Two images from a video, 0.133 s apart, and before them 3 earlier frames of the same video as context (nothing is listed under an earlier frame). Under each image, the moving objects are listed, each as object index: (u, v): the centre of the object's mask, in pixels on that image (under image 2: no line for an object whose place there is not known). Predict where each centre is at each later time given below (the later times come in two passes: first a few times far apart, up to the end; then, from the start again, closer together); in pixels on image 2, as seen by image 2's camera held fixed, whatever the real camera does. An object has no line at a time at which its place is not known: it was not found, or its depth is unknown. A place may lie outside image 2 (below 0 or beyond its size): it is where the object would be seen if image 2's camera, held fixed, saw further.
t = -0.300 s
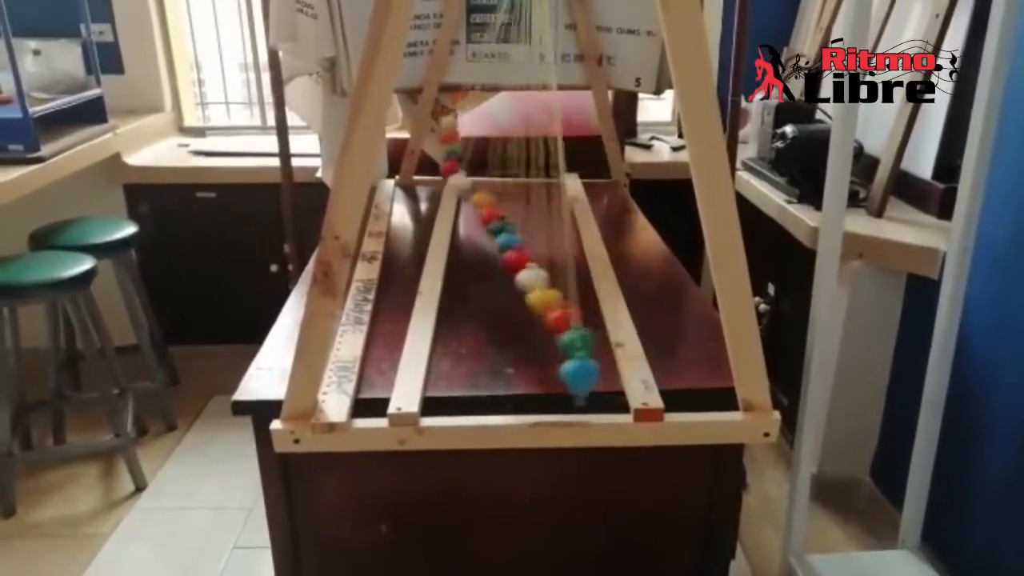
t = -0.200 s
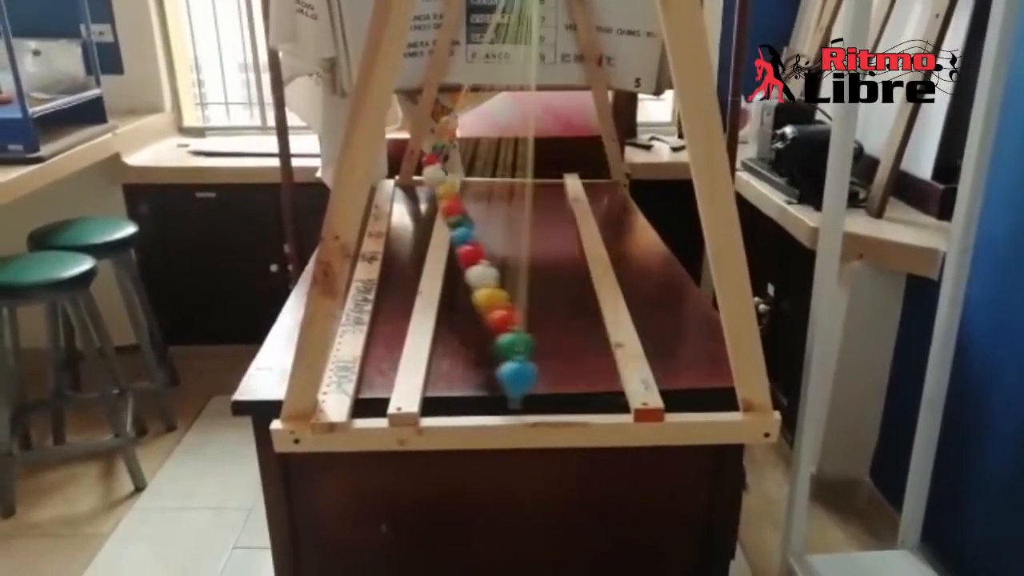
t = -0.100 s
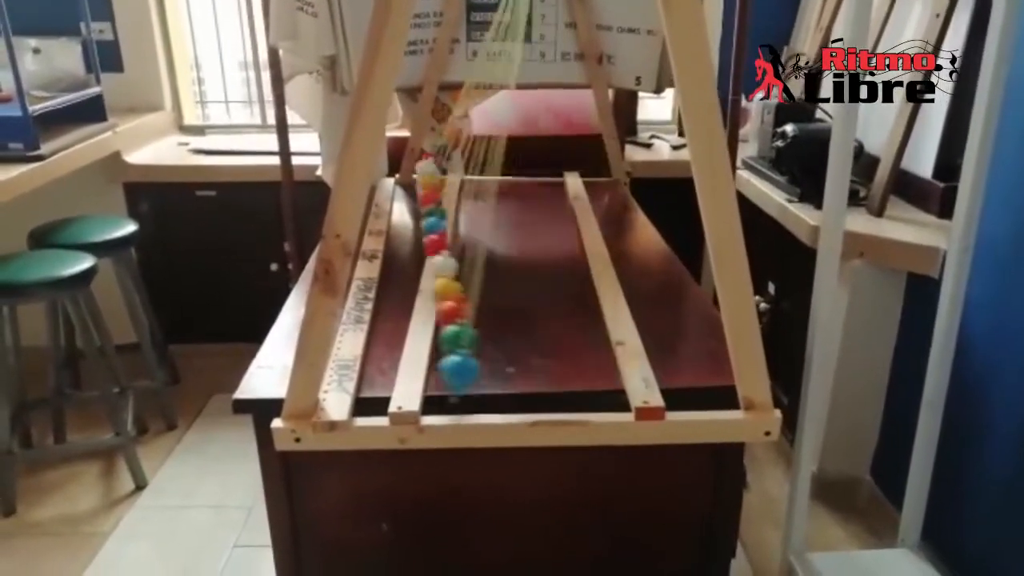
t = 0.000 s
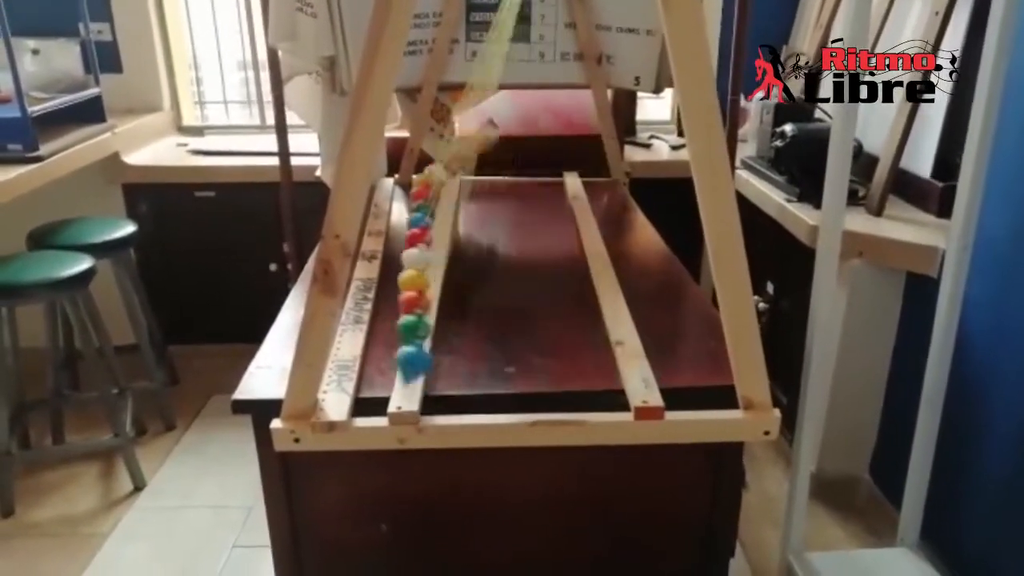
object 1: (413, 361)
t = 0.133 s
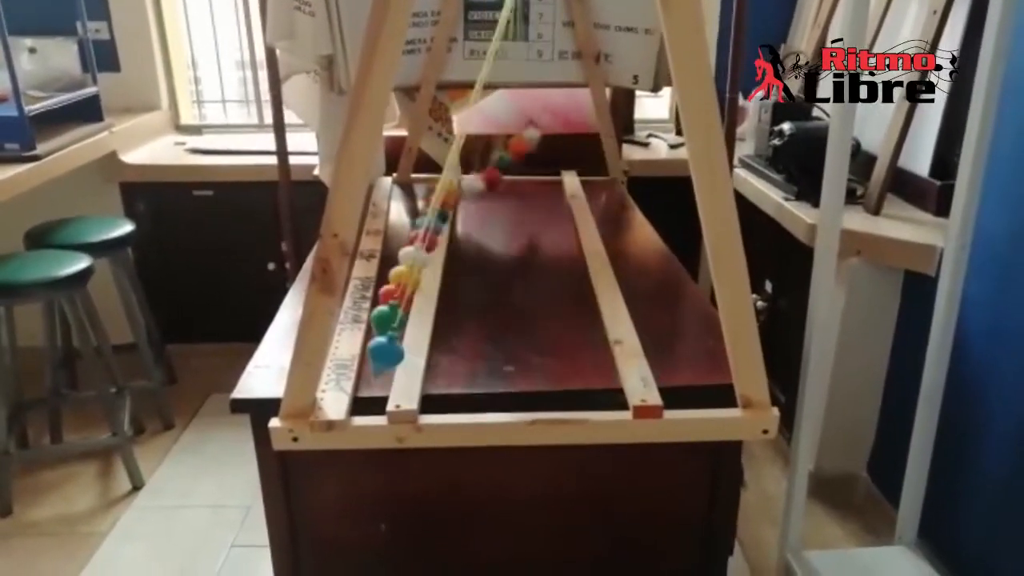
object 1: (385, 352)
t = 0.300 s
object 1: (412, 360)
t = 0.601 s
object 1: (579, 371)
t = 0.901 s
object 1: (679, 350)
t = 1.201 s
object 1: (576, 372)
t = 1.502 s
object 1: (413, 360)
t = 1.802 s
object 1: (416, 362)
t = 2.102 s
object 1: (578, 371)
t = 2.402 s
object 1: (676, 351)
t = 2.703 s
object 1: (574, 372)
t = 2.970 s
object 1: (428, 363)
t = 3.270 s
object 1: (406, 359)
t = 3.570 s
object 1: (560, 372)
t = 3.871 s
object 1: (673, 352)
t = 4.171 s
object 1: (591, 371)
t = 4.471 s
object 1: (429, 363)
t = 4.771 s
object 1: (410, 360)
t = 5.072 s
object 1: (561, 373)
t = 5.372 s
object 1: (670, 352)
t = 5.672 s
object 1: (588, 370)
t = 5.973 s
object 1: (430, 364)
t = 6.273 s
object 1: (413, 360)
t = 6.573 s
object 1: (562, 372)
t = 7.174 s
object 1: (586, 371)
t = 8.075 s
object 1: (565, 370)
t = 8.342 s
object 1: (664, 354)
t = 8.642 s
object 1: (600, 370)
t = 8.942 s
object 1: (443, 367)
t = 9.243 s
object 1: (411, 360)
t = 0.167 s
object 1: (385, 353)
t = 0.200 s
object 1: (387, 354)
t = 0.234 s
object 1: (393, 355)
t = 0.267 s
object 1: (401, 358)
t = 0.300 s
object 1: (412, 360)
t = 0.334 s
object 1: (428, 364)
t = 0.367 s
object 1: (441, 367)
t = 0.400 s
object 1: (459, 369)
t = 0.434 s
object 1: (478, 371)
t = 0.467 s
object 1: (497, 373)
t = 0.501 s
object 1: (518, 374)
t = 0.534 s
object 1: (538, 374)
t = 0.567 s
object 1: (559, 373)
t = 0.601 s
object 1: (579, 371)
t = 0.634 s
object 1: (598, 368)
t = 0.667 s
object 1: (615, 366)
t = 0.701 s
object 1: (632, 361)
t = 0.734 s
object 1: (647, 358)
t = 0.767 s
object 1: (659, 356)
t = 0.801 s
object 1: (667, 354)
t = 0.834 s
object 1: (674, 352)
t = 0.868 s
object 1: (678, 351)
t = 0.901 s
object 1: (679, 350)
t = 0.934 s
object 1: (678, 351)
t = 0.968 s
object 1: (673, 352)
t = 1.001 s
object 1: (667, 354)
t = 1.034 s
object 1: (657, 357)
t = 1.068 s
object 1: (646, 359)
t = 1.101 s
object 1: (629, 362)
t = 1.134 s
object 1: (612, 367)
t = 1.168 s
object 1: (596, 371)
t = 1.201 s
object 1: (576, 372)
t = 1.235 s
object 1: (555, 375)
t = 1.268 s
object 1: (535, 375)
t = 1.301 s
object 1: (515, 375)
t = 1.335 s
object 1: (494, 374)
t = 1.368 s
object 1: (475, 372)
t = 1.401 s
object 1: (456, 370)
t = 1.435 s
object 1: (441, 369)
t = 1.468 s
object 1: (427, 364)
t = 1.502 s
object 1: (413, 360)
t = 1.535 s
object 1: (401, 358)
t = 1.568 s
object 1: (393, 355)
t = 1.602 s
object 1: (388, 354)
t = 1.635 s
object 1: (387, 353)
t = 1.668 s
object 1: (387, 353)
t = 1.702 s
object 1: (389, 355)
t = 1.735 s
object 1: (394, 356)
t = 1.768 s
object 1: (403, 359)
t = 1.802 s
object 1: (416, 362)
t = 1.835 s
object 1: (430, 365)
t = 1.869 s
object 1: (444, 366)
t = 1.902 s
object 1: (461, 370)
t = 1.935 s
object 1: (480, 371)
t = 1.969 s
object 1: (499, 372)
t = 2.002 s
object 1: (518, 372)
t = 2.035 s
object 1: (539, 373)
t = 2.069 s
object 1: (558, 372)
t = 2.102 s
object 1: (578, 371)
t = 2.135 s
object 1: (596, 369)
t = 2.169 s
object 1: (613, 365)
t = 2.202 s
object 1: (630, 361)
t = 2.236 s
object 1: (646, 359)
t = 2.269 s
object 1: (657, 356)
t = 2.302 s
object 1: (665, 354)
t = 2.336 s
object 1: (671, 352)
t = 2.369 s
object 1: (674, 351)
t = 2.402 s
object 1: (676, 351)
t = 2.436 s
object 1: (674, 351)
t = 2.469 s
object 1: (670, 352)
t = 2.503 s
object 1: (664, 354)
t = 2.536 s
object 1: (654, 356)
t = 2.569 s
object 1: (642, 359)
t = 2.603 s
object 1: (625, 363)
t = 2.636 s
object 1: (610, 367)
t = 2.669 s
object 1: (594, 370)
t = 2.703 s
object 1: (574, 372)
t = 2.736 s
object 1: (554, 375)
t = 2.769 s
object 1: (533, 376)
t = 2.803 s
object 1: (513, 375)
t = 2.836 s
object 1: (493, 375)
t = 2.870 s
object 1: (475, 372)
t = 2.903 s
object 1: (456, 370)
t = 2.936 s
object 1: (441, 368)
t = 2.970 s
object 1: (428, 363)
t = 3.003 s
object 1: (415, 360)
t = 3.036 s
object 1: (402, 358)
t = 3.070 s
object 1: (396, 356)
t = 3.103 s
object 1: (391, 355)
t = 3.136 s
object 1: (389, 354)
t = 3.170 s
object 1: (390, 353)
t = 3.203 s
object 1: (392, 355)
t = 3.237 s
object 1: (397, 357)
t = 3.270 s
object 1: (406, 359)
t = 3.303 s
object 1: (419, 363)
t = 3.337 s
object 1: (433, 364)
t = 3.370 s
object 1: (447, 367)
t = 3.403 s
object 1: (463, 370)
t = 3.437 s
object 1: (482, 372)
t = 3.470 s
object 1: (501, 372)
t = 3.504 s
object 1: (520, 373)
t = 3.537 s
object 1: (540, 373)
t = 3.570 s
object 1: (560, 372)
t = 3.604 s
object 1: (580, 370)
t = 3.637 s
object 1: (598, 368)
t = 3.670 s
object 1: (615, 365)
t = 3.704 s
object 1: (630, 362)
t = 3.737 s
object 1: (646, 359)
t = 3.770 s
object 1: (656, 356)
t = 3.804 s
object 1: (664, 355)
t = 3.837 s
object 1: (669, 353)
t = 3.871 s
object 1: (673, 352)
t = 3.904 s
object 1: (674, 351)
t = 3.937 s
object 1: (672, 352)
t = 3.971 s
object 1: (668, 352)
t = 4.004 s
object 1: (661, 356)
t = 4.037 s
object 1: (651, 357)
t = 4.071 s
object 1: (640, 360)
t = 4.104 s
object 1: (623, 364)
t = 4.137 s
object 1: (607, 368)
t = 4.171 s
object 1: (591, 371)
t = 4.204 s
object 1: (573, 372)
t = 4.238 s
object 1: (553, 374)
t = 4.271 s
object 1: (533, 375)
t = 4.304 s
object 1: (513, 375)
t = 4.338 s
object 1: (494, 374)
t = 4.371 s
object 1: (474, 373)
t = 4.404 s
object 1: (457, 371)
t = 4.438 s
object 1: (441, 368)
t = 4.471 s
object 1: (429, 363)
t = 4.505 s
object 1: (415, 360)
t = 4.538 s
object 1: (405, 359)
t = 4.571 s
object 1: (397, 357)
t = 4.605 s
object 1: (394, 355)
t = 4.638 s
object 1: (391, 354)
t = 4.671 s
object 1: (392, 354)
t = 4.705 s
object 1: (395, 356)
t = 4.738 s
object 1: (401, 357)
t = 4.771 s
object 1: (410, 360)
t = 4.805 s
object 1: (423, 363)
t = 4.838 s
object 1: (436, 365)
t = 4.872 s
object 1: (450, 366)
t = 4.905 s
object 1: (466, 369)
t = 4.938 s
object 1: (485, 372)
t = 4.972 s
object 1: (503, 372)
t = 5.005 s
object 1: (523, 374)
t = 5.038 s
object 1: (542, 374)
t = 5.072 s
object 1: (561, 373)
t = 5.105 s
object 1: (581, 371)
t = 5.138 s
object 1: (599, 369)
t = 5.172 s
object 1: (614, 366)
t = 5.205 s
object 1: (629, 362)
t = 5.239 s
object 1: (645, 359)
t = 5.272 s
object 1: (654, 356)
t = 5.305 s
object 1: (662, 355)
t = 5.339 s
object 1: (667, 353)
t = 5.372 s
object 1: (670, 352)
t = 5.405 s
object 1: (671, 352)
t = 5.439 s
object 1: (669, 352)
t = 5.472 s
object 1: (665, 354)
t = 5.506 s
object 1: (658, 355)
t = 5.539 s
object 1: (649, 358)
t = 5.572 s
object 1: (636, 360)
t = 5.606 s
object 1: (620, 365)
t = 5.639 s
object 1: (605, 368)
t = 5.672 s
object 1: (588, 370)
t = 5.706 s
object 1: (570, 373)
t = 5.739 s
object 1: (551, 375)
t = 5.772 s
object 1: (532, 376)
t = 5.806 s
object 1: (512, 375)
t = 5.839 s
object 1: (493, 374)
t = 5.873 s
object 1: (475, 371)
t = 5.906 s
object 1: (458, 369)
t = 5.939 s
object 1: (443, 367)
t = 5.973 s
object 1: (430, 364)
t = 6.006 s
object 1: (418, 362)
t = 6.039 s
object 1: (406, 360)
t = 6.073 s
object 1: (399, 358)
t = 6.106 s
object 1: (395, 357)
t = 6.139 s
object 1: (394, 356)
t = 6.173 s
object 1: (395, 357)
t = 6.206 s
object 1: (397, 358)
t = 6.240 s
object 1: (403, 360)
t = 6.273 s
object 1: (413, 360)
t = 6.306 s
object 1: (426, 363)
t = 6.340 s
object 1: (439, 365)
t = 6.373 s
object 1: (453, 368)
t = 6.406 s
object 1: (470, 370)
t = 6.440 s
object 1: (487, 372)
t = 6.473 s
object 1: (505, 373)
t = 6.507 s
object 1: (524, 373)
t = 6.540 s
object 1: (544, 373)
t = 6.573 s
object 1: (562, 372)
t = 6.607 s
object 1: (581, 370)
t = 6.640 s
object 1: (597, 368)
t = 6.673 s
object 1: (613, 366)
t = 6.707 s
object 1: (628, 362)
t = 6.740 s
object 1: (644, 358)
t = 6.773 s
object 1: (653, 356)
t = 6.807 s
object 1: (660, 355)
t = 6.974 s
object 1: (663, 355)
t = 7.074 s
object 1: (633, 361)
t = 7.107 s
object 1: (617, 366)
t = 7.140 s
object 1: (602, 369)
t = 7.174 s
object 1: (586, 371)
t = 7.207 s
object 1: (568, 373)
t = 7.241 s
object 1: (550, 374)
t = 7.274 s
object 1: (530, 375)
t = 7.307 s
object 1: (511, 375)
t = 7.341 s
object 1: (492, 374)
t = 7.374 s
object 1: (474, 373)
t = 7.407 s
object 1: (457, 369)
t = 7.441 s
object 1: (443, 368)
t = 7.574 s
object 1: (401, 358)
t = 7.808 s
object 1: (429, 365)
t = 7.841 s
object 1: (442, 367)
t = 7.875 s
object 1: (456, 368)
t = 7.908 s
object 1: (473, 370)
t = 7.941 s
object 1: (490, 371)
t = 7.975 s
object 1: (509, 372)
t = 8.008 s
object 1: (527, 372)
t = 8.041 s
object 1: (546, 371)
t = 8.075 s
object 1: (565, 370)
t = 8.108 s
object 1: (583, 369)
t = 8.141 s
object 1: (600, 368)
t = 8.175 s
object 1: (614, 366)
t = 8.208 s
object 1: (628, 363)
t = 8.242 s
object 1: (644, 359)
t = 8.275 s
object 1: (653, 357)
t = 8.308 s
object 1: (659, 356)
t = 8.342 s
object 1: (664, 354)
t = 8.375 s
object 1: (667, 354)
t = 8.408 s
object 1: (667, 354)
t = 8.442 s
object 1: (665, 354)
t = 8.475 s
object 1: (660, 355)
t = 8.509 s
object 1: (652, 356)
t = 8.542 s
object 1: (643, 360)
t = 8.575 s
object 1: (629, 363)
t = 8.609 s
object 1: (614, 366)
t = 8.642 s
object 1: (600, 370)
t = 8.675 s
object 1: (583, 372)
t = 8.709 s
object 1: (565, 374)
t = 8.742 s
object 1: (547, 374)
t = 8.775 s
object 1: (528, 375)
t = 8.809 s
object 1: (509, 375)
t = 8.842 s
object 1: (490, 374)
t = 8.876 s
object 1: (473, 373)
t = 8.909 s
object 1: (457, 369)
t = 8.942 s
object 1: (443, 367)
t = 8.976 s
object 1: (431, 367)
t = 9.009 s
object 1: (419, 363)
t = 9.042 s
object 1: (409, 360)
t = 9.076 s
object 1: (402, 359)
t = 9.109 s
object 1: (399, 358)
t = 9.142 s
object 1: (398, 358)
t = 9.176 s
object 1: (399, 358)
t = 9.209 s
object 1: (402, 360)
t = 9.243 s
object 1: (411, 360)
